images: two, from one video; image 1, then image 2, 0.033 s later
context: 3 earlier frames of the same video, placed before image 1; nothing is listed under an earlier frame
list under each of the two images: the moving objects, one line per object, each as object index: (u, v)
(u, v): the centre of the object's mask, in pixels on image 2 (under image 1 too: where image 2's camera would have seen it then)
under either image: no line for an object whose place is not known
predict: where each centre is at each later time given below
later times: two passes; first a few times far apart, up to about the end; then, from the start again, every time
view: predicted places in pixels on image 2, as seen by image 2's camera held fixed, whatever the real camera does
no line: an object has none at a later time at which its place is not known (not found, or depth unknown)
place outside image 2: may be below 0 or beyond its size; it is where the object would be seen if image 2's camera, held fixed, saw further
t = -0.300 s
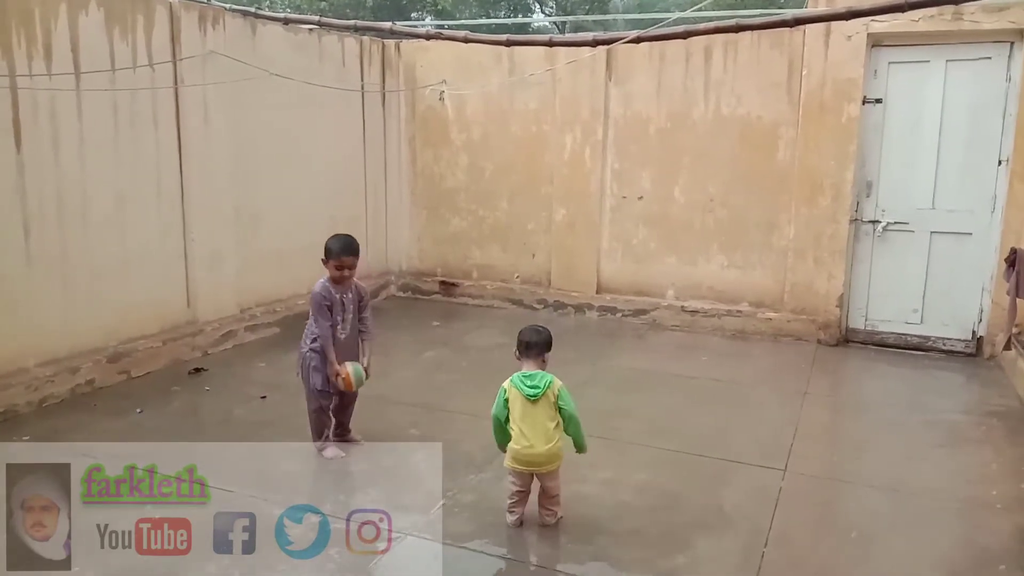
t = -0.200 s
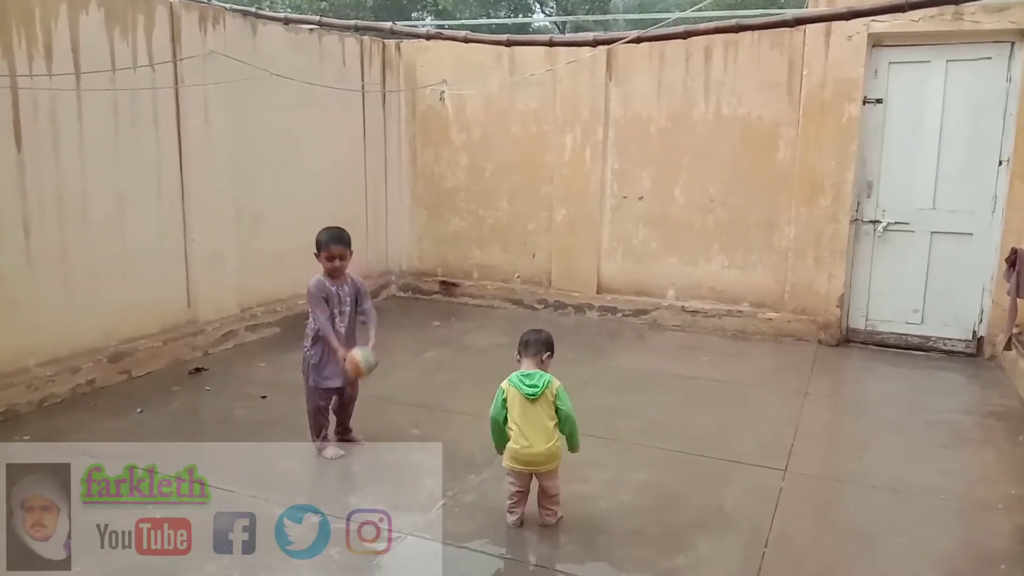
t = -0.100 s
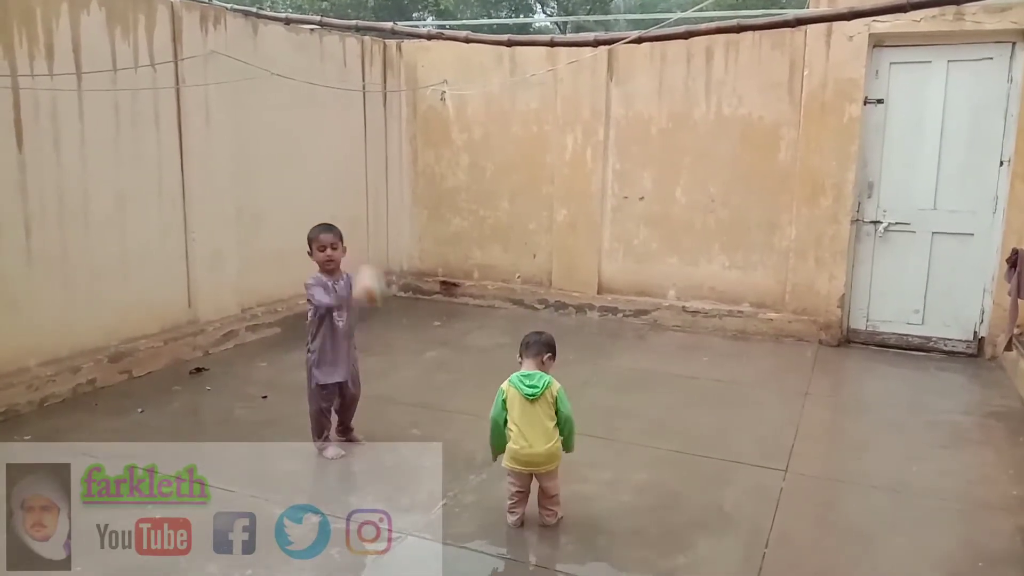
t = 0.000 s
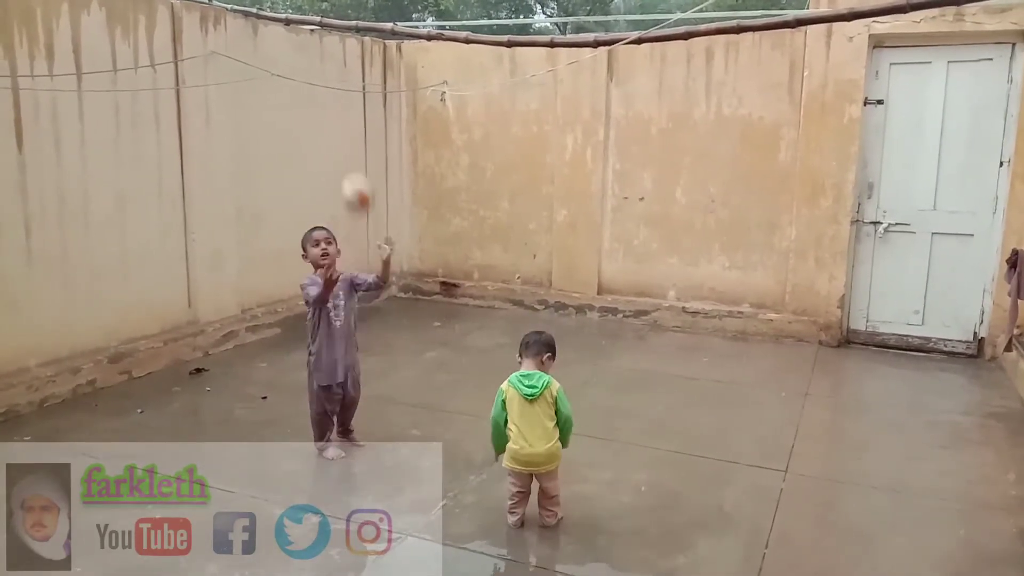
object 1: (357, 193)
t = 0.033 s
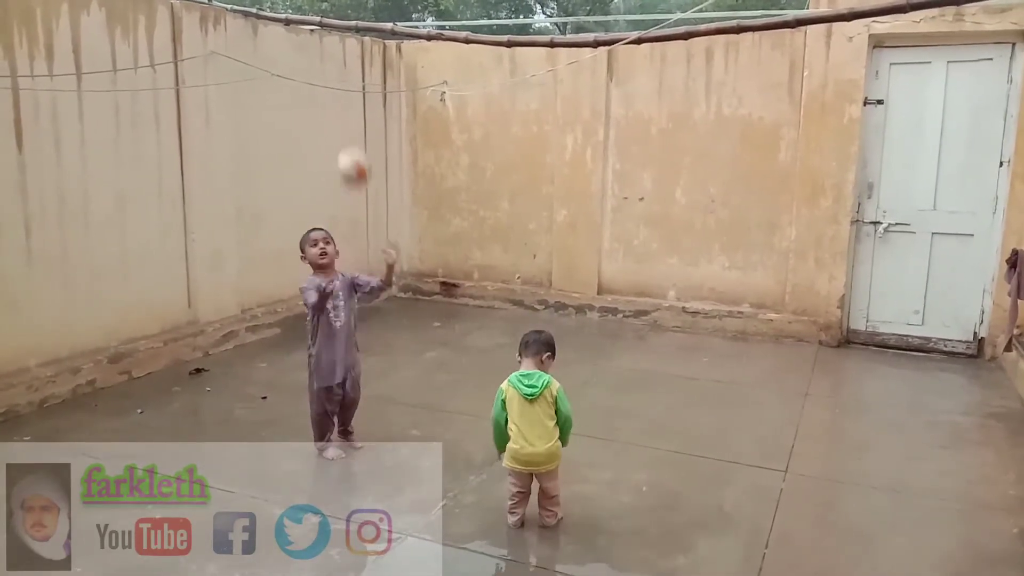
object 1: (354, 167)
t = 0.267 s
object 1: (332, 57)
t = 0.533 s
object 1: (314, 107)
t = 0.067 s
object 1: (350, 143)
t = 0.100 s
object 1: (346, 121)
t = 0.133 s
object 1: (343, 103)
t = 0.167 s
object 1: (340, 86)
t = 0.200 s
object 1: (337, 74)
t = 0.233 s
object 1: (335, 64)
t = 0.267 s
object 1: (332, 57)
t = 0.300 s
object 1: (330, 53)
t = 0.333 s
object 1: (327, 52)
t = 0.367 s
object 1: (325, 53)
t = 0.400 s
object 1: (323, 58)
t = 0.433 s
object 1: (320, 66)
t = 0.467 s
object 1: (319, 76)
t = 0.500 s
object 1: (317, 90)
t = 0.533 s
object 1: (314, 107)
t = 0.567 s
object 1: (313, 126)
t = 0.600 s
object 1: (312, 148)
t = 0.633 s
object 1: (310, 174)
